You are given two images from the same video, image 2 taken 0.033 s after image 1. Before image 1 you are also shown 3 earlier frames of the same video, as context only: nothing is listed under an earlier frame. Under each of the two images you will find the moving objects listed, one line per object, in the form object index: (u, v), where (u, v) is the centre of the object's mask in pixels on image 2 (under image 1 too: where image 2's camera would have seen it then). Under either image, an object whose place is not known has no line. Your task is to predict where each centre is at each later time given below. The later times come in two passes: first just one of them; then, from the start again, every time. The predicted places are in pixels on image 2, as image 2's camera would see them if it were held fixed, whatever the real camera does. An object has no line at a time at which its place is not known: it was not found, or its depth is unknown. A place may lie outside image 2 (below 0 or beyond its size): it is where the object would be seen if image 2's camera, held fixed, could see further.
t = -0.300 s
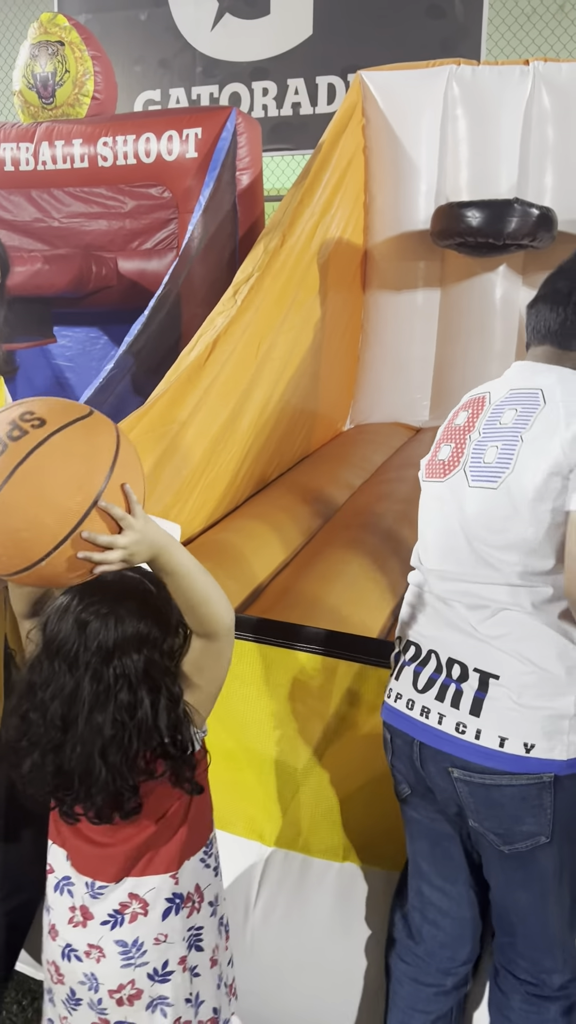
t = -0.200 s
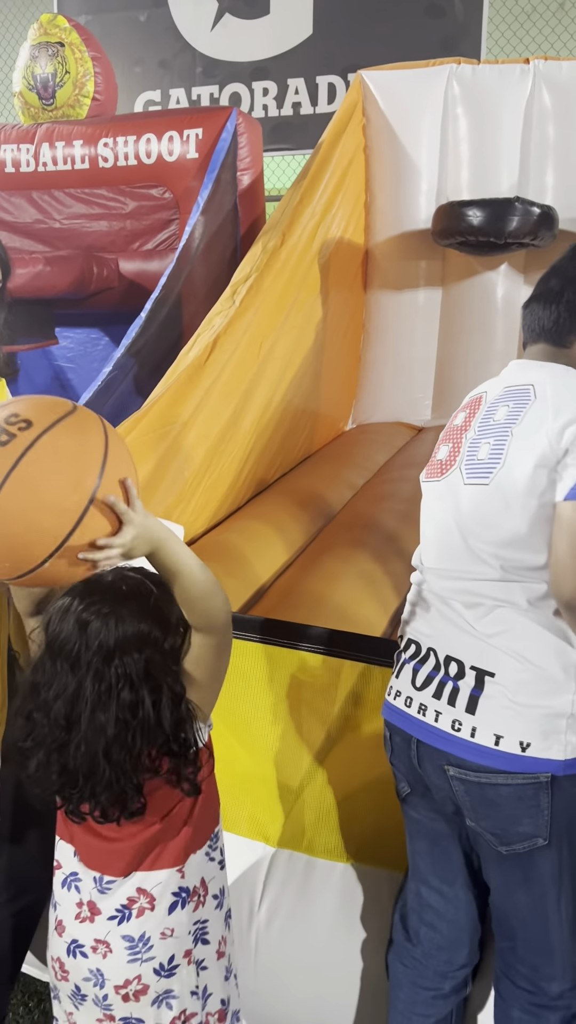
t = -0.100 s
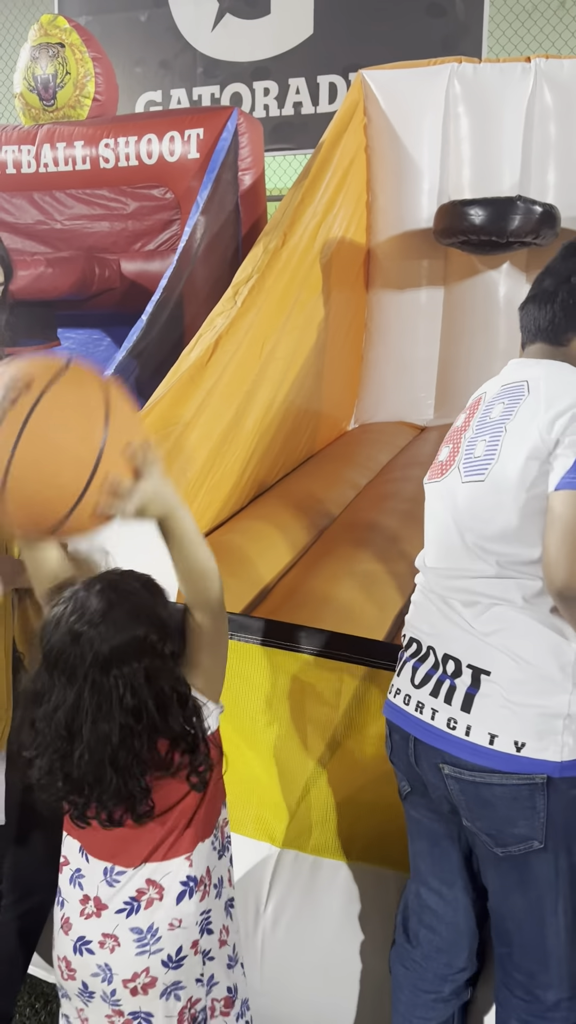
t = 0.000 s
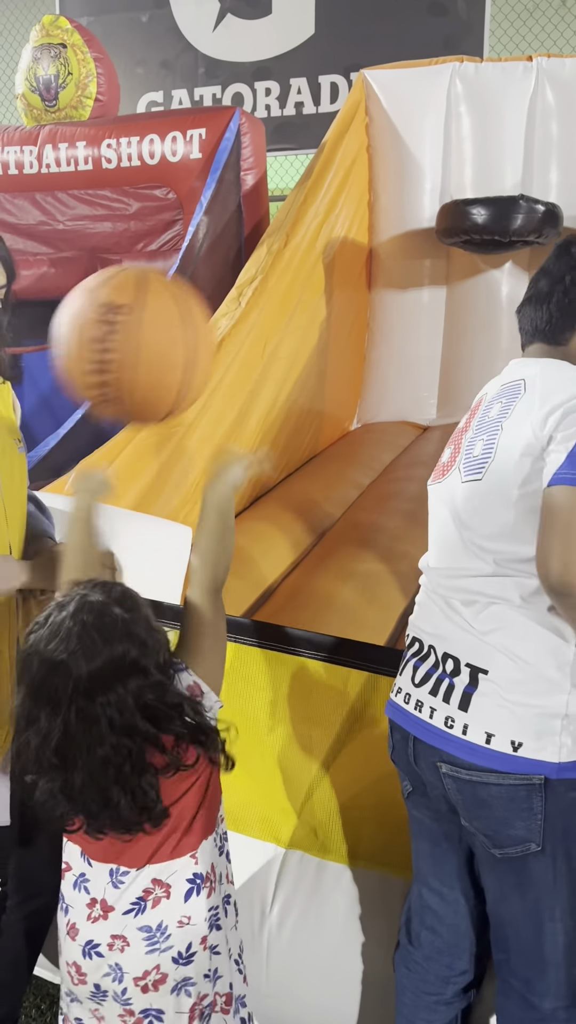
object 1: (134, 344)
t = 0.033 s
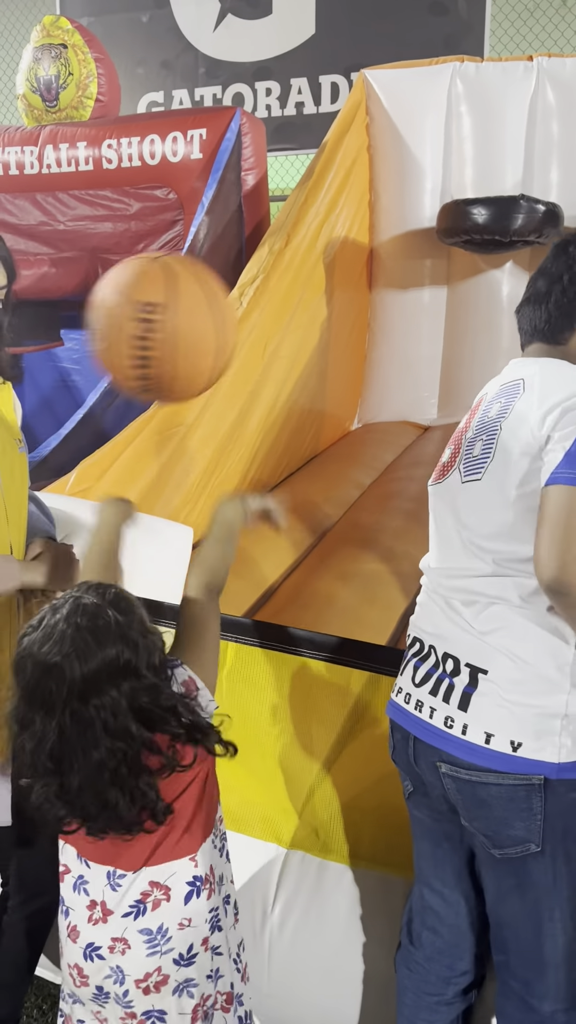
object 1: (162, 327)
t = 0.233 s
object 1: (264, 357)
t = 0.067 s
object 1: (182, 318)
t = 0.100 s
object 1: (202, 316)
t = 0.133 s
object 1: (220, 319)
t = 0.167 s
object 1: (235, 327)
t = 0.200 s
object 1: (250, 339)
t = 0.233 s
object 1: (264, 357)
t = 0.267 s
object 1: (275, 375)
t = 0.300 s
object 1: (287, 400)
